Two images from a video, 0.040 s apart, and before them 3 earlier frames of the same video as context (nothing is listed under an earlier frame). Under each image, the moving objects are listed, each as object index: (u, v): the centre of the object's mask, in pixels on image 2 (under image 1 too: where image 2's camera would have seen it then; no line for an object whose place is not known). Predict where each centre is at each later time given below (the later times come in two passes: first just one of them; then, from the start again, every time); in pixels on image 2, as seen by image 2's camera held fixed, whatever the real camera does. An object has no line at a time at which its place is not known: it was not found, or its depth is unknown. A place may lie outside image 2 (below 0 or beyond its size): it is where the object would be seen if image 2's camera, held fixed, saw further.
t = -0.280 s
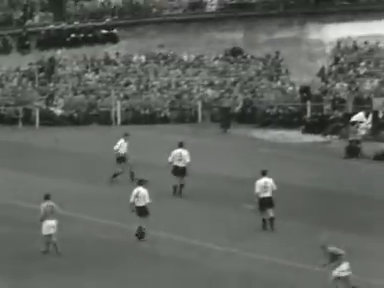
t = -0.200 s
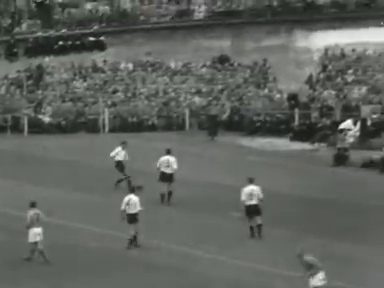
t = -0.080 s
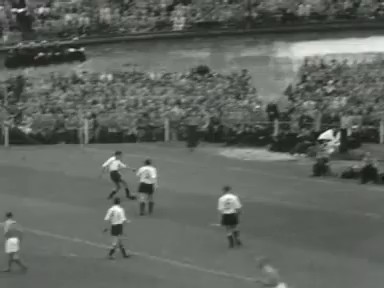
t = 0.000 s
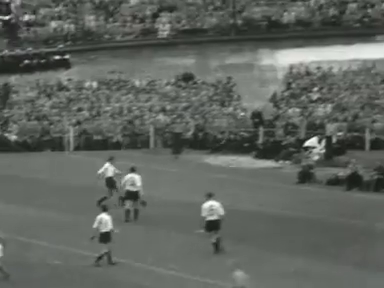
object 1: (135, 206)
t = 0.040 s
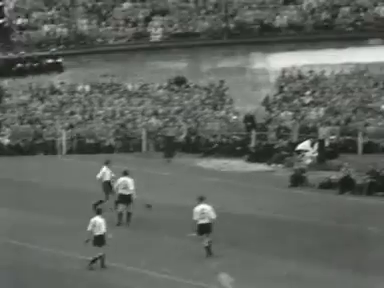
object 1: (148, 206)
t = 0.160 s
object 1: (186, 208)
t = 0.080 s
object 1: (160, 206)
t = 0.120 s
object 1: (174, 207)
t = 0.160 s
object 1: (186, 208)
